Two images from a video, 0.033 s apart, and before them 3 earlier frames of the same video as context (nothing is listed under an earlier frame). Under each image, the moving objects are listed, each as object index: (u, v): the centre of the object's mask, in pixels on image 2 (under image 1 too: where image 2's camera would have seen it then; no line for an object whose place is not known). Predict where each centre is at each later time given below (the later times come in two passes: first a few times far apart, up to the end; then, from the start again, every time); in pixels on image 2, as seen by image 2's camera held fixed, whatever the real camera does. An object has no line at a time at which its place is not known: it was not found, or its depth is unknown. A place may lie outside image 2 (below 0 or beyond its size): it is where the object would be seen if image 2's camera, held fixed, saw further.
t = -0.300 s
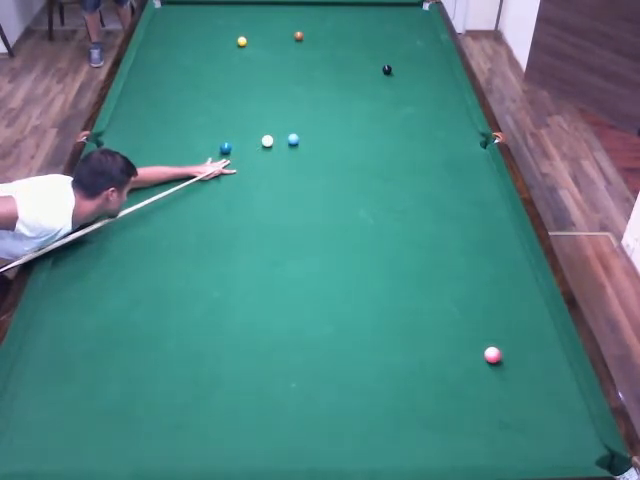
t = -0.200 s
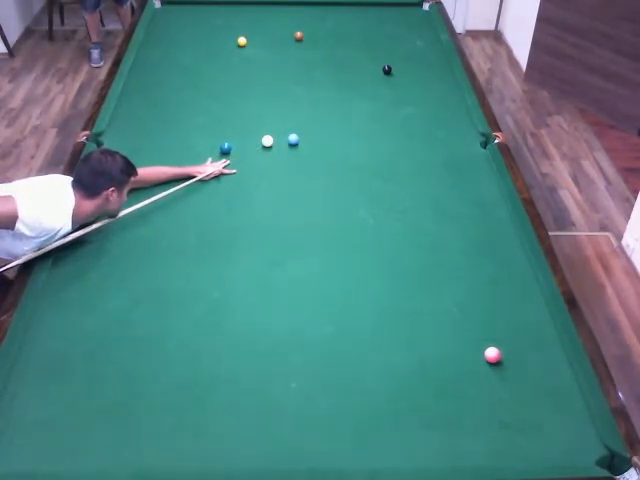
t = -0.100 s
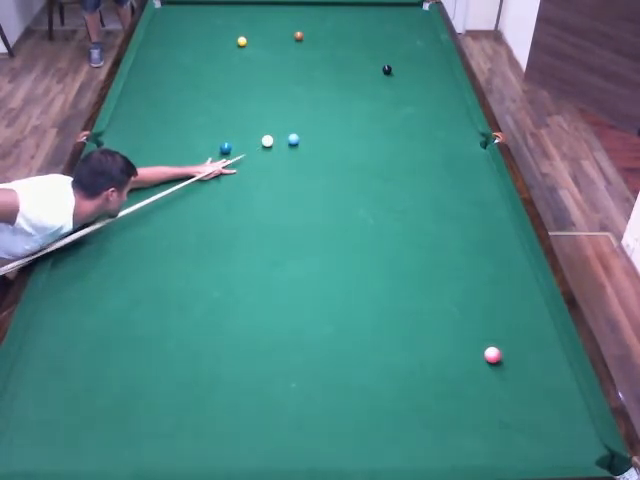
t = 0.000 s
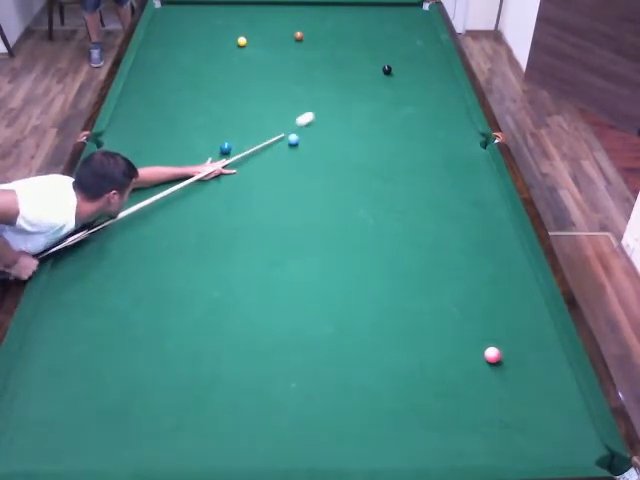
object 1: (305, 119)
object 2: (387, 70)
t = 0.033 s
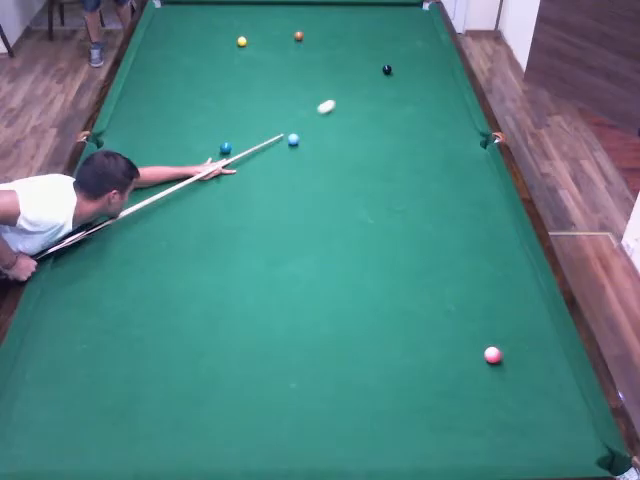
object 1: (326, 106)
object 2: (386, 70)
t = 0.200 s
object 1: (388, 73)
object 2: (388, 65)
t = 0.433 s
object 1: (422, 76)
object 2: (406, 37)
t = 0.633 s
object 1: (445, 77)
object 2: (417, 19)
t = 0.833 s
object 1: (441, 79)
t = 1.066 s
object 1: (427, 80)
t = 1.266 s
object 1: (416, 81)
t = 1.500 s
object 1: (406, 82)
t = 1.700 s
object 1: (401, 82)
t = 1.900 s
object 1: (397, 82)
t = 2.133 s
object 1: (395, 82)
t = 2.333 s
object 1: (395, 82)
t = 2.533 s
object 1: (395, 82)
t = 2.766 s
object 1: (395, 82)
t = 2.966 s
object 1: (395, 82)
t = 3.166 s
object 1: (395, 82)
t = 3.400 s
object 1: (394, 82)
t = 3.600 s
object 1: (395, 82)
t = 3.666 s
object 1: (394, 82)
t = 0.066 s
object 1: (336, 101)
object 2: (386, 70)
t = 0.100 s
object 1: (353, 91)
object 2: (386, 70)
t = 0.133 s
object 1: (369, 82)
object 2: (386, 69)
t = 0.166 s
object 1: (376, 78)
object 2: (386, 69)
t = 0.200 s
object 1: (388, 73)
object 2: (388, 65)
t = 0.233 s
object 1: (394, 73)
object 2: (392, 61)
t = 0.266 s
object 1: (397, 73)
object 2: (394, 58)
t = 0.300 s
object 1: (403, 74)
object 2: (397, 53)
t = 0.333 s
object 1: (408, 74)
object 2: (400, 48)
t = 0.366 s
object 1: (411, 75)
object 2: (401, 45)
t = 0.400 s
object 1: (416, 75)
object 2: (404, 41)
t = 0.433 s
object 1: (422, 76)
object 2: (406, 37)
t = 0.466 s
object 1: (424, 76)
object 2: (408, 34)
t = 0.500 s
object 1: (430, 76)
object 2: (410, 30)
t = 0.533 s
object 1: (432, 76)
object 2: (411, 28)
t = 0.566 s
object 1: (438, 77)
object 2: (414, 24)
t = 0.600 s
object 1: (443, 77)
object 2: (416, 20)
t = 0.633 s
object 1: (445, 77)
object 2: (417, 19)
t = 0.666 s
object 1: (450, 77)
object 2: (420, 15)
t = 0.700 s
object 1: (451, 78)
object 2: (420, 13)
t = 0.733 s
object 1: (448, 78)
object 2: (422, 9)
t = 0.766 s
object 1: (447, 78)
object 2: (423, 8)
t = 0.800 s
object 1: (444, 78)
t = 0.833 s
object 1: (441, 79)
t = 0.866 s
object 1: (440, 79)
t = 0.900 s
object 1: (437, 79)
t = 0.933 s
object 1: (436, 79)
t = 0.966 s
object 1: (434, 79)
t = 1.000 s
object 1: (431, 80)
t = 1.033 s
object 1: (429, 80)
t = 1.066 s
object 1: (427, 80)
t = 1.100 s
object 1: (425, 80)
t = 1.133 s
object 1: (423, 80)
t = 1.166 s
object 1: (421, 80)
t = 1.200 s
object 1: (419, 81)
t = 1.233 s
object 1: (418, 81)
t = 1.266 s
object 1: (416, 81)
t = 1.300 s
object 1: (414, 81)
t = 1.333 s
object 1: (412, 81)
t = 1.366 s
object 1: (412, 81)
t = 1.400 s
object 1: (410, 81)
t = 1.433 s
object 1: (409, 81)
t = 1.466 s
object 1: (408, 81)
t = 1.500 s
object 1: (406, 82)
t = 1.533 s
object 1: (406, 82)
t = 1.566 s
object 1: (404, 82)
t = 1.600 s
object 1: (404, 82)
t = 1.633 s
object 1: (402, 82)
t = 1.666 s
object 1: (402, 82)
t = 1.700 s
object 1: (401, 82)
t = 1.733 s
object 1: (400, 82)
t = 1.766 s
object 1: (399, 82)
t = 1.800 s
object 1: (399, 82)
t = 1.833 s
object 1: (398, 82)
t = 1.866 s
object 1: (398, 82)
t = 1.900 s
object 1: (397, 82)
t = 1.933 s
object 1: (396, 82)
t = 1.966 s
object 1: (396, 82)
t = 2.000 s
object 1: (396, 82)
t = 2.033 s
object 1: (395, 82)
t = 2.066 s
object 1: (395, 82)
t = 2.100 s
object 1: (395, 82)
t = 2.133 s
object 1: (395, 82)
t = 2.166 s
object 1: (395, 82)
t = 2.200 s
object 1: (395, 82)
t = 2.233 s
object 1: (395, 82)
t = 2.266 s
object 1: (395, 82)
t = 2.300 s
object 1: (395, 82)
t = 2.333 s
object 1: (395, 82)
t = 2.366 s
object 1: (395, 82)
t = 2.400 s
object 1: (395, 82)
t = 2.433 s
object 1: (395, 82)
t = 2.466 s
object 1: (395, 82)
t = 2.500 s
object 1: (395, 82)
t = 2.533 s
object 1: (395, 82)
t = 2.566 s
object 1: (395, 82)
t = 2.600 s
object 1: (395, 82)
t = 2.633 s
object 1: (395, 82)
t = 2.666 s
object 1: (395, 82)
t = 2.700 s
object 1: (395, 82)
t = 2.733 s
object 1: (395, 82)
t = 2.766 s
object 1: (395, 82)
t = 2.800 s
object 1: (395, 82)
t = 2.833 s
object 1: (395, 82)
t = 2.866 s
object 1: (395, 82)
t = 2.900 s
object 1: (394, 82)
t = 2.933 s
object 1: (395, 82)
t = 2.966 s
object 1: (395, 82)
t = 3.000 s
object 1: (395, 82)
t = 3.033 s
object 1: (395, 82)
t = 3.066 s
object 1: (395, 82)
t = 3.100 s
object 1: (394, 82)
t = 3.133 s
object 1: (395, 82)
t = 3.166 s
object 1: (395, 82)
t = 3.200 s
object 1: (395, 82)
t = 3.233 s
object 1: (394, 82)
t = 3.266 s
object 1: (394, 82)
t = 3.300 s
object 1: (394, 82)
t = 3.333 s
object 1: (394, 82)
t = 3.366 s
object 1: (394, 82)
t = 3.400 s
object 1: (394, 82)
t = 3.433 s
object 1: (394, 82)
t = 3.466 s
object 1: (394, 82)
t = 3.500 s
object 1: (394, 82)
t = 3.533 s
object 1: (394, 82)
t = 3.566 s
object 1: (394, 82)
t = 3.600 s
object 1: (395, 82)
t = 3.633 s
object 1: (395, 82)
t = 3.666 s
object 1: (394, 82)
